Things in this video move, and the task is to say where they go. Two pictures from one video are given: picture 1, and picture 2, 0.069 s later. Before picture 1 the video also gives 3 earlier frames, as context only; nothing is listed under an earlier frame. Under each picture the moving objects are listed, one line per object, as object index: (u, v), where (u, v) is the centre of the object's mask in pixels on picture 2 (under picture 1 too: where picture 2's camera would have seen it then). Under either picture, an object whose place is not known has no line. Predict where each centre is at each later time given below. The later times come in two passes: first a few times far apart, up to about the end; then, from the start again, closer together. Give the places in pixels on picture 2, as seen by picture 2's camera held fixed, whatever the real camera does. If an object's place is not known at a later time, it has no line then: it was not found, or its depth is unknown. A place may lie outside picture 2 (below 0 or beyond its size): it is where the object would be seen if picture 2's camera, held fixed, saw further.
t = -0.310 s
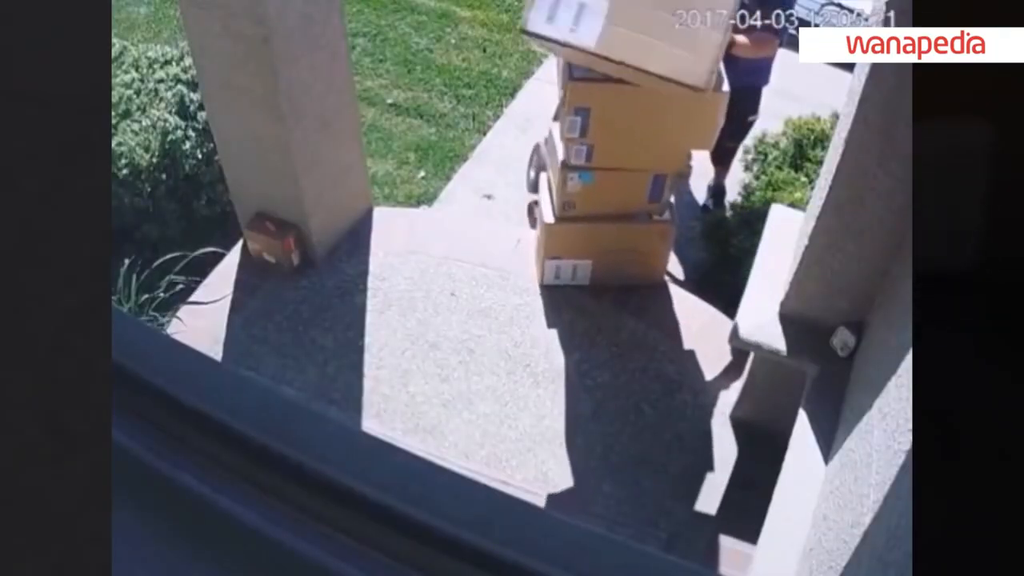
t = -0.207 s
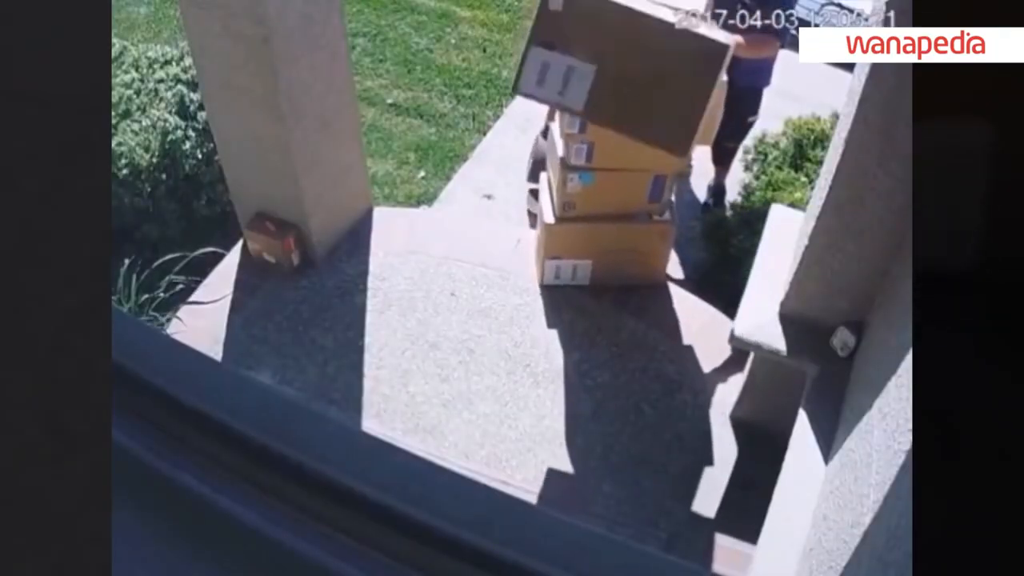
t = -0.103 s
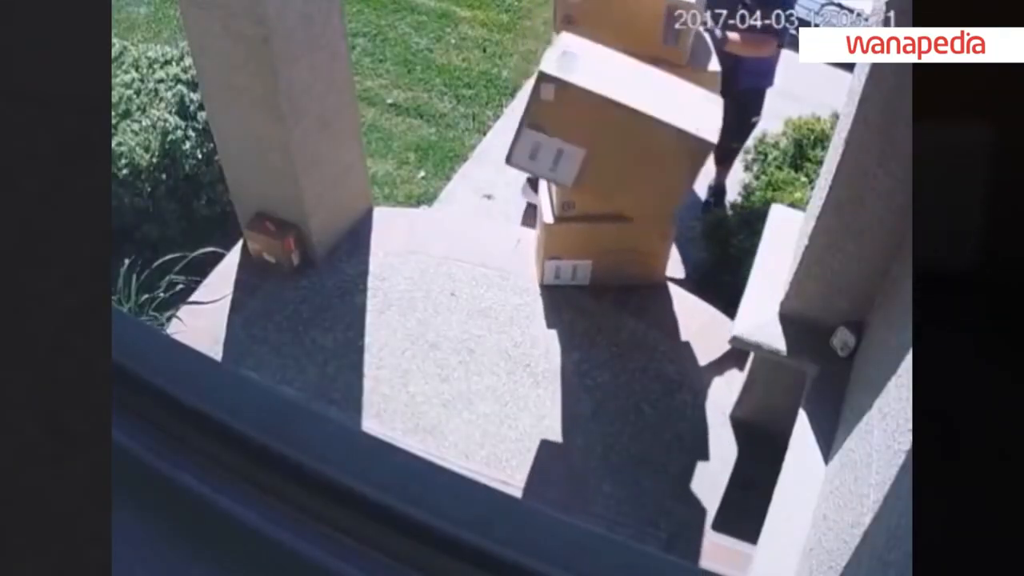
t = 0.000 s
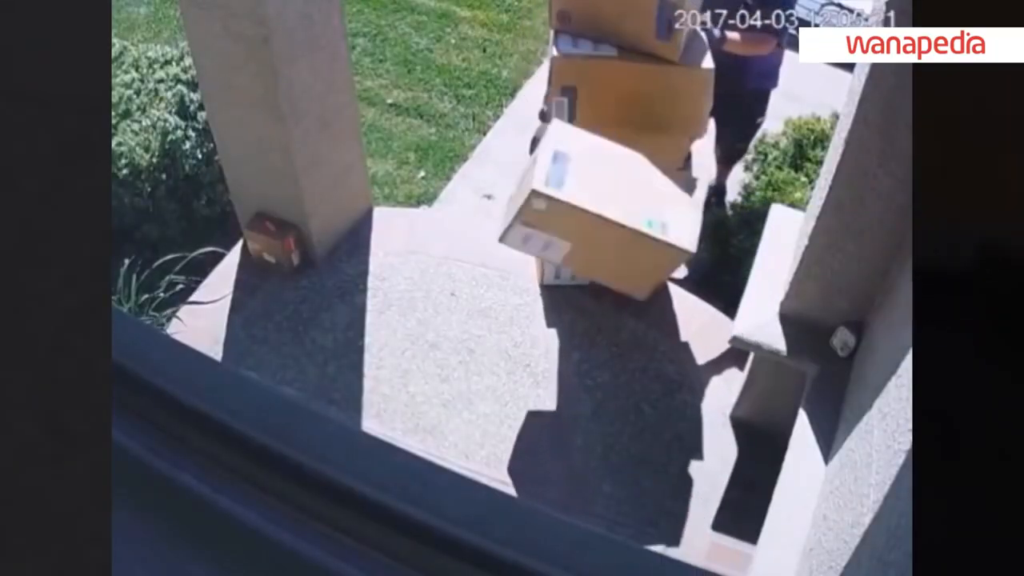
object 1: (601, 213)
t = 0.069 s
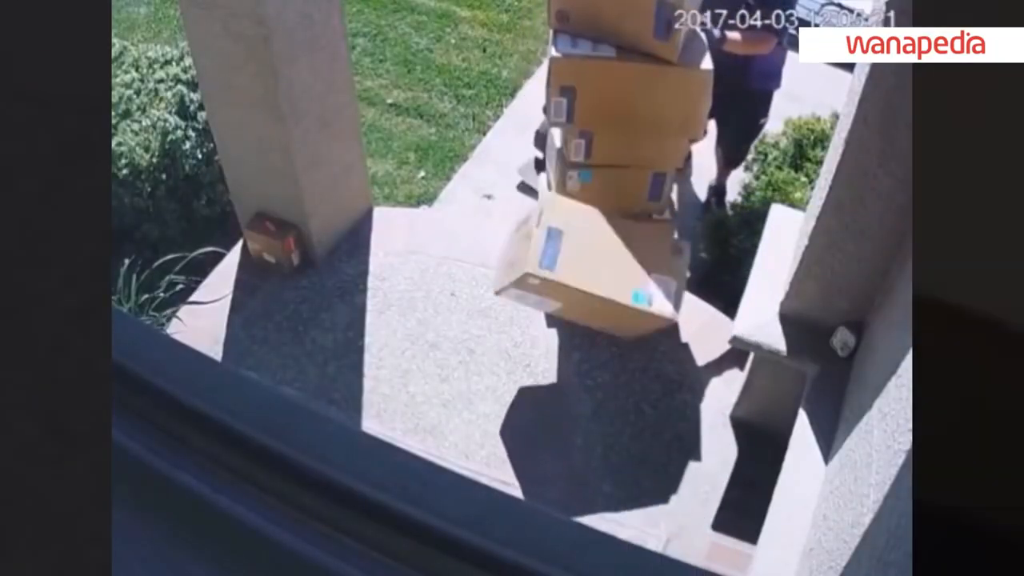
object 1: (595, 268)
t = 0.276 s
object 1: (512, 324)
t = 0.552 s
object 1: (432, 329)
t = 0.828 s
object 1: (397, 291)
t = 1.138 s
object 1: (384, 280)
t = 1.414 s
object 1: (385, 281)
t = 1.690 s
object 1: (385, 281)
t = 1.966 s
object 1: (386, 281)
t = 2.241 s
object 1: (386, 281)
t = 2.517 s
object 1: (386, 281)
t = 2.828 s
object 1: (386, 281)
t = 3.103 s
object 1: (386, 281)
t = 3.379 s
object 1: (386, 282)
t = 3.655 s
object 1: (386, 281)
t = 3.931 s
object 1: (386, 281)
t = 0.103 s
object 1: (588, 295)
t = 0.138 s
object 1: (582, 319)
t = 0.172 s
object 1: (567, 326)
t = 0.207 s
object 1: (541, 329)
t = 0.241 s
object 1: (522, 329)
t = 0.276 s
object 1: (512, 324)
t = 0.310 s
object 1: (503, 320)
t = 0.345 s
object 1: (494, 317)
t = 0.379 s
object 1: (483, 316)
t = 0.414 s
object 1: (471, 320)
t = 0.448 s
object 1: (464, 316)
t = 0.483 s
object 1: (456, 320)
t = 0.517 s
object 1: (442, 330)
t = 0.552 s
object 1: (432, 329)
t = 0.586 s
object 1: (424, 324)
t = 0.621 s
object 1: (419, 320)
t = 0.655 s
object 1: (413, 315)
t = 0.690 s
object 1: (407, 310)
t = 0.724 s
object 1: (402, 304)
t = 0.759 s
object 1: (400, 300)
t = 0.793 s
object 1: (400, 297)
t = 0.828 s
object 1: (397, 291)
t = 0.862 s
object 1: (393, 286)
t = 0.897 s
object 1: (389, 281)
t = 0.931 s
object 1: (386, 278)
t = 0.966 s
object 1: (382, 278)
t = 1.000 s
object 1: (380, 279)
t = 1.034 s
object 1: (379, 281)
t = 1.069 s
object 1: (380, 280)
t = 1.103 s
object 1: (382, 279)
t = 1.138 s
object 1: (384, 280)
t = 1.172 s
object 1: (385, 280)
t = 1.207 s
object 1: (386, 281)
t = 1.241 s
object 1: (386, 281)
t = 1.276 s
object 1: (385, 281)
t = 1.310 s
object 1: (385, 281)
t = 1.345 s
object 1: (385, 281)
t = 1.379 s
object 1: (385, 281)
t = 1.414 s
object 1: (385, 281)
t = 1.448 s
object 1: (385, 281)
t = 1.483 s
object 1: (385, 281)
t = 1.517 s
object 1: (385, 281)
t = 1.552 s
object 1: (385, 281)
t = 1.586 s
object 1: (385, 281)
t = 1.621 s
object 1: (385, 281)
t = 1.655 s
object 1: (385, 281)
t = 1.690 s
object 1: (385, 281)
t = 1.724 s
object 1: (385, 281)
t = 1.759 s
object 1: (385, 281)
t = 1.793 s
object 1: (385, 281)
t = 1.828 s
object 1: (385, 281)
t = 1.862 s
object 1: (385, 281)
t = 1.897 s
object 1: (385, 281)
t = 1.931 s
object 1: (386, 281)
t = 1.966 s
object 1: (386, 281)
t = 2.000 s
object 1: (386, 281)
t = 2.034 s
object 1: (386, 281)
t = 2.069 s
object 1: (386, 281)
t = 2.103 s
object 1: (386, 281)
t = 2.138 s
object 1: (386, 281)
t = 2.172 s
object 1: (386, 281)
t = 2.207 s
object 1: (386, 281)
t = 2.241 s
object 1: (386, 281)
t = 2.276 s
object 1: (386, 281)
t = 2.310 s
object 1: (386, 281)
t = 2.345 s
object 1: (386, 281)
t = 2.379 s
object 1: (386, 281)
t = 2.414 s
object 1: (386, 281)
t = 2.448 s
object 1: (386, 281)
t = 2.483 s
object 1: (386, 281)
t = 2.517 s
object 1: (386, 281)
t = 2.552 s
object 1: (386, 281)
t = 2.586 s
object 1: (386, 281)
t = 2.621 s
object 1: (386, 281)
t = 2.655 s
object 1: (386, 281)
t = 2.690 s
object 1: (386, 281)
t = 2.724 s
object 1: (386, 281)
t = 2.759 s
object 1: (386, 281)
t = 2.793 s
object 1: (386, 281)
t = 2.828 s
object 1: (386, 281)
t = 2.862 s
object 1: (386, 281)
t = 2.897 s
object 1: (386, 281)
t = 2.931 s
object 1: (386, 281)
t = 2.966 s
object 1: (386, 281)
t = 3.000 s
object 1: (386, 281)
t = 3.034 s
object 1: (386, 281)
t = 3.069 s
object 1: (386, 281)
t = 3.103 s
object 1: (386, 281)
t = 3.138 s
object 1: (386, 281)
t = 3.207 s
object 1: (386, 281)
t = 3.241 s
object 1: (386, 281)
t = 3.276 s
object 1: (386, 281)
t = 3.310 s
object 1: (386, 282)
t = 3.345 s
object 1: (386, 282)
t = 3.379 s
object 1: (386, 282)
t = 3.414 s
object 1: (386, 282)
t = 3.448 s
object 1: (386, 282)
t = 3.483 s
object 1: (386, 282)
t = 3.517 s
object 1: (386, 281)
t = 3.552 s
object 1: (386, 281)
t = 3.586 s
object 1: (386, 281)
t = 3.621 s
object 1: (386, 281)
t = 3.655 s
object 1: (386, 281)
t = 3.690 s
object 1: (386, 281)
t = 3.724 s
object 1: (386, 281)
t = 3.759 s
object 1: (386, 281)
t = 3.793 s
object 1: (386, 281)
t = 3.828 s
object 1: (386, 281)
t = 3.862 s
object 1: (386, 281)
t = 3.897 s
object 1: (386, 281)
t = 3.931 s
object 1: (386, 281)
